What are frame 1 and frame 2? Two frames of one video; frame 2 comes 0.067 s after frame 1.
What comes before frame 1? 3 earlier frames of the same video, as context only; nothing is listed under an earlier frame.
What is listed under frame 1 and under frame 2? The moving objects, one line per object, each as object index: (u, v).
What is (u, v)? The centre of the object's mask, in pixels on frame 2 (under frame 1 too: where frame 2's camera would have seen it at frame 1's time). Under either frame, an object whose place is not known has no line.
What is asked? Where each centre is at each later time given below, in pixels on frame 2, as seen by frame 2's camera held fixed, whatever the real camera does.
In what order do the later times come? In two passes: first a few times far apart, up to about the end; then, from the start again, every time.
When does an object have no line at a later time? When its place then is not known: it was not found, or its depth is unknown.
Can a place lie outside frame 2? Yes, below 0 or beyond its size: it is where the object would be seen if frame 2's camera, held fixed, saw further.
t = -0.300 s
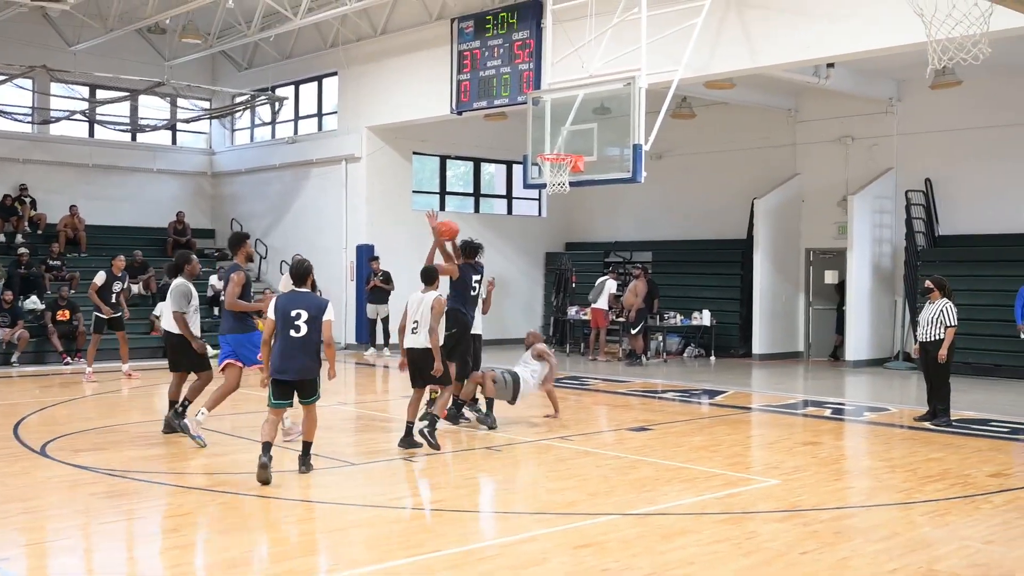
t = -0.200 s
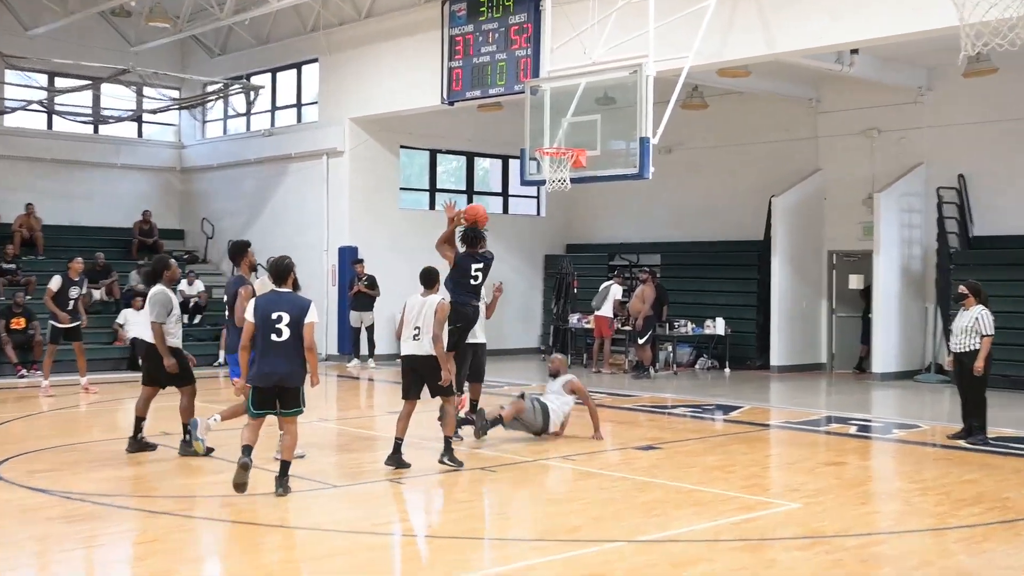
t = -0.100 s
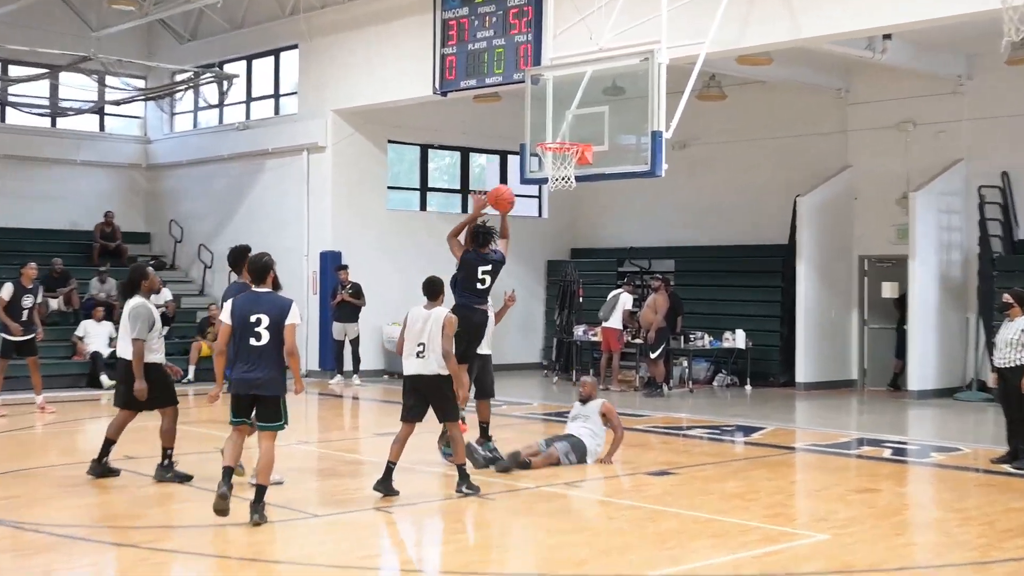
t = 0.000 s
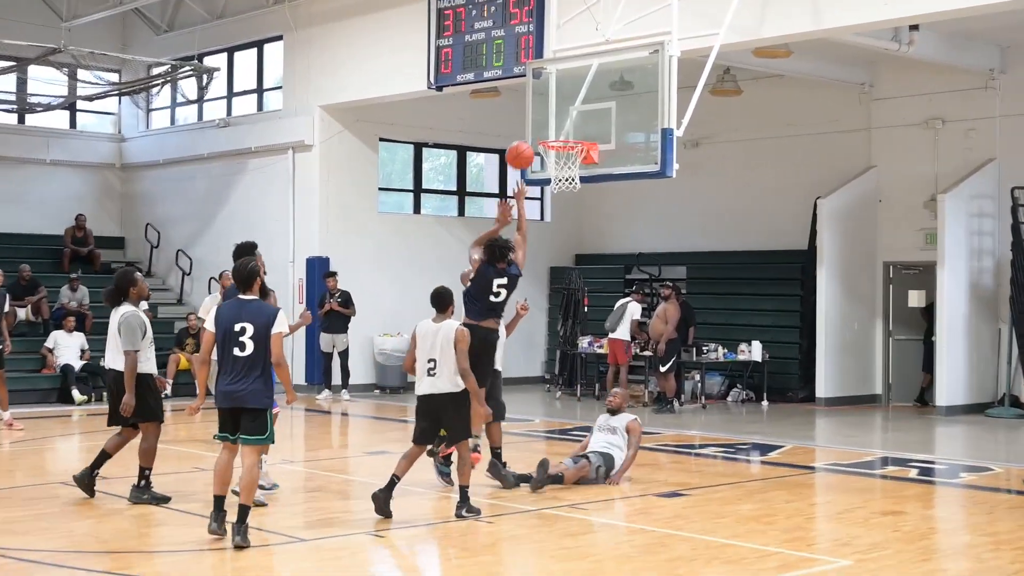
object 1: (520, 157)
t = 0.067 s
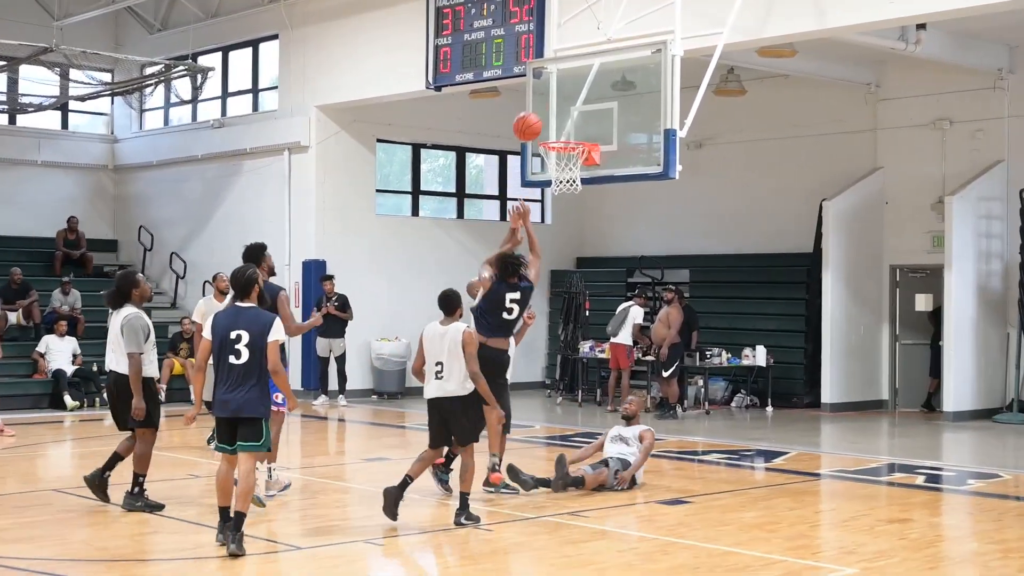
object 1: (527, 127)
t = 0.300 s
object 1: (552, 67)
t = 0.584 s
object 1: (578, 78)
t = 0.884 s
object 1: (605, 117)
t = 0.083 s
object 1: (529, 120)
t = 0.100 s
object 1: (531, 114)
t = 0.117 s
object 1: (532, 108)
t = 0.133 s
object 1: (534, 102)
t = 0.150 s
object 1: (536, 97)
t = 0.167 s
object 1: (538, 92)
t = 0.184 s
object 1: (540, 88)
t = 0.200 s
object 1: (542, 84)
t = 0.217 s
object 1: (543, 80)
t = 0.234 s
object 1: (545, 77)
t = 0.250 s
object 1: (547, 74)
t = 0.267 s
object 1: (549, 71)
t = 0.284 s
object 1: (550, 69)
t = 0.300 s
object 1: (552, 67)
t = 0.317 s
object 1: (553, 65)
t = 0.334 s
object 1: (555, 63)
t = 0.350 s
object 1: (557, 62)
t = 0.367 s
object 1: (558, 61)
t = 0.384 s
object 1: (560, 61)
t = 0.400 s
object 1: (561, 61)
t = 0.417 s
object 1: (563, 61)
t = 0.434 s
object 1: (565, 61)
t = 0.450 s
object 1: (566, 62)
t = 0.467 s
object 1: (567, 63)
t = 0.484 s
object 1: (569, 64)
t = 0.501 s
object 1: (570, 66)
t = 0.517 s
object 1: (572, 68)
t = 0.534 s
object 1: (573, 70)
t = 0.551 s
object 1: (575, 73)
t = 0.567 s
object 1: (576, 75)
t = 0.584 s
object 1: (578, 78)
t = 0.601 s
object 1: (579, 81)
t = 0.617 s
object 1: (581, 85)
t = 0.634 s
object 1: (582, 89)
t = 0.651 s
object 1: (583, 93)
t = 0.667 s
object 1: (585, 97)
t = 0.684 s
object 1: (586, 102)
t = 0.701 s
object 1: (588, 107)
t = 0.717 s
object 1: (589, 112)
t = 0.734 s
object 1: (590, 118)
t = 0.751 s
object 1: (591, 124)
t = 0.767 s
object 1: (592, 129)
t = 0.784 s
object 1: (594, 133)
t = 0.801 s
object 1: (599, 131)
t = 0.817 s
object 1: (603, 128)
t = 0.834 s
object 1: (607, 126)
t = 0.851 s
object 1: (607, 122)
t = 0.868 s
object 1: (606, 120)
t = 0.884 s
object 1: (605, 117)
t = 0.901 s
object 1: (603, 115)
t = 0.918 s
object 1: (602, 113)
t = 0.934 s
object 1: (601, 111)
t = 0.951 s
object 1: (600, 109)
